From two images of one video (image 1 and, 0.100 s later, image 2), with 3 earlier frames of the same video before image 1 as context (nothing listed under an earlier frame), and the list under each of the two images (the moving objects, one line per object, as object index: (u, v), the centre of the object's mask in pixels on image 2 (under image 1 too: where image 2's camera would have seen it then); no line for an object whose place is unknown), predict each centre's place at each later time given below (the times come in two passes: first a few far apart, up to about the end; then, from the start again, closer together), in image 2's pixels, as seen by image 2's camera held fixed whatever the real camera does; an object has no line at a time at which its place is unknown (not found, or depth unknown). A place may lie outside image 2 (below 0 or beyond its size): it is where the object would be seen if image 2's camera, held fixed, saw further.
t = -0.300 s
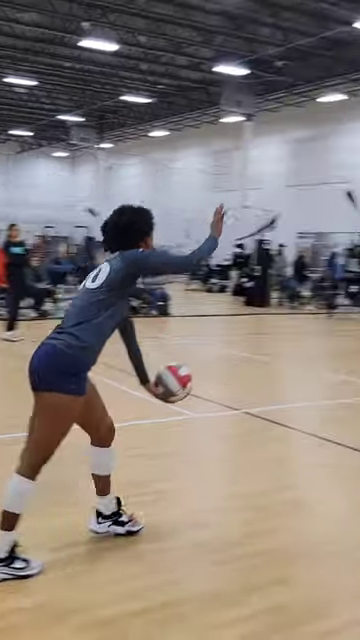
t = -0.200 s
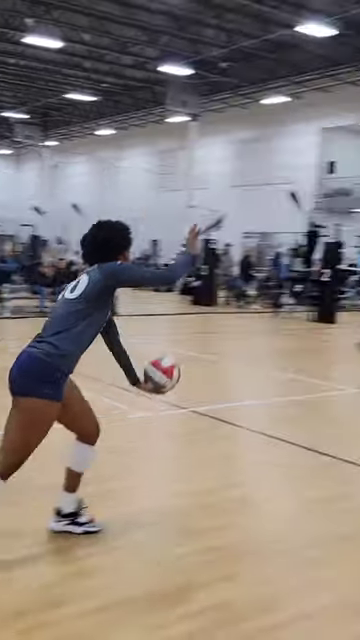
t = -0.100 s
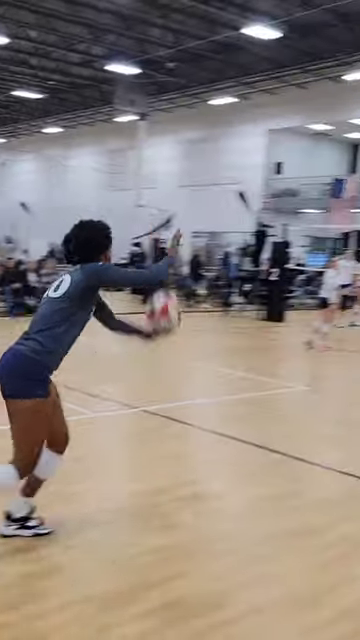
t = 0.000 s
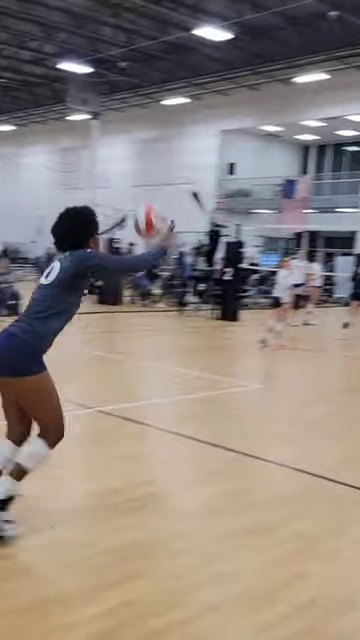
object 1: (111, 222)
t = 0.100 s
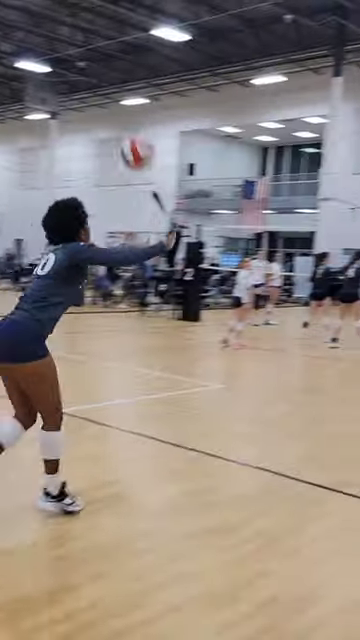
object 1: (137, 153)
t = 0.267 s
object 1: (177, 80)
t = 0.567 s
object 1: (232, 77)
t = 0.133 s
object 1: (145, 131)
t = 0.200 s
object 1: (162, 101)
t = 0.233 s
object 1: (170, 90)
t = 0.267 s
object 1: (177, 80)
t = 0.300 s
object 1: (184, 74)
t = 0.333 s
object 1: (191, 68)
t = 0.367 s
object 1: (197, 65)
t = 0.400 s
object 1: (204, 63)
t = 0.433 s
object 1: (210, 63)
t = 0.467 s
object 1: (216, 64)
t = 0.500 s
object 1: (222, 68)
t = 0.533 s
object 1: (228, 72)
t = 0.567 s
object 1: (232, 77)
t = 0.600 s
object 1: (236, 86)
